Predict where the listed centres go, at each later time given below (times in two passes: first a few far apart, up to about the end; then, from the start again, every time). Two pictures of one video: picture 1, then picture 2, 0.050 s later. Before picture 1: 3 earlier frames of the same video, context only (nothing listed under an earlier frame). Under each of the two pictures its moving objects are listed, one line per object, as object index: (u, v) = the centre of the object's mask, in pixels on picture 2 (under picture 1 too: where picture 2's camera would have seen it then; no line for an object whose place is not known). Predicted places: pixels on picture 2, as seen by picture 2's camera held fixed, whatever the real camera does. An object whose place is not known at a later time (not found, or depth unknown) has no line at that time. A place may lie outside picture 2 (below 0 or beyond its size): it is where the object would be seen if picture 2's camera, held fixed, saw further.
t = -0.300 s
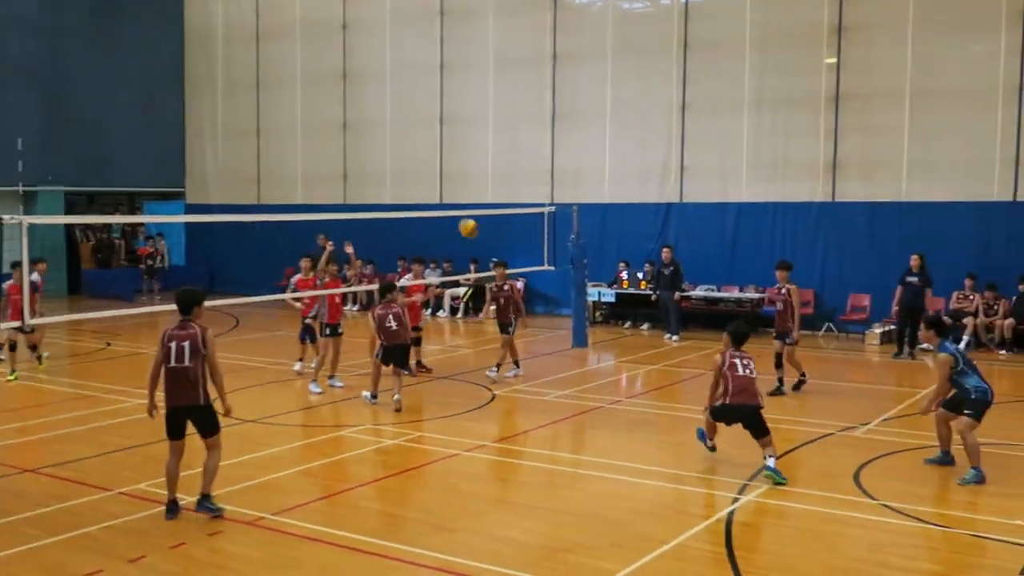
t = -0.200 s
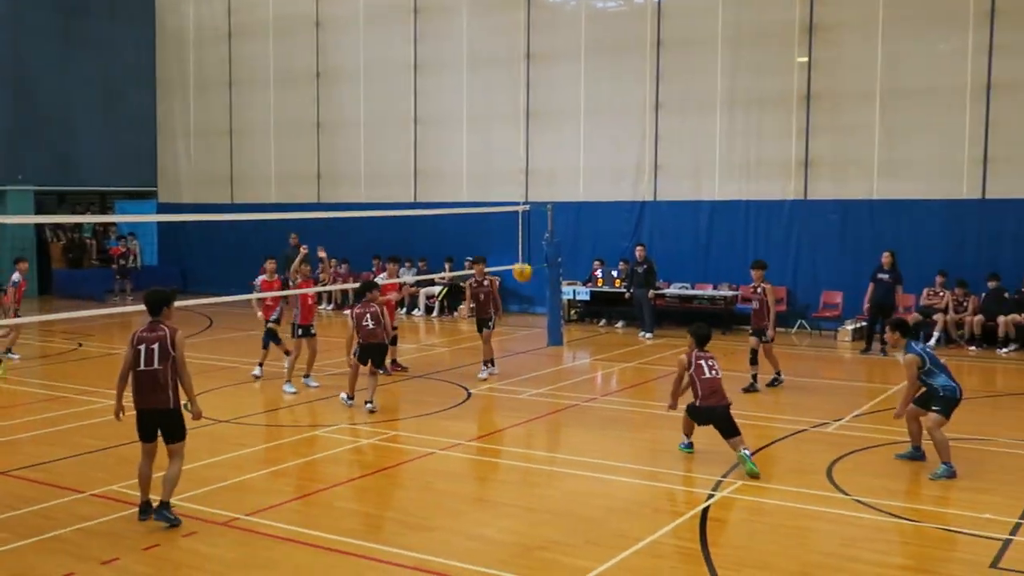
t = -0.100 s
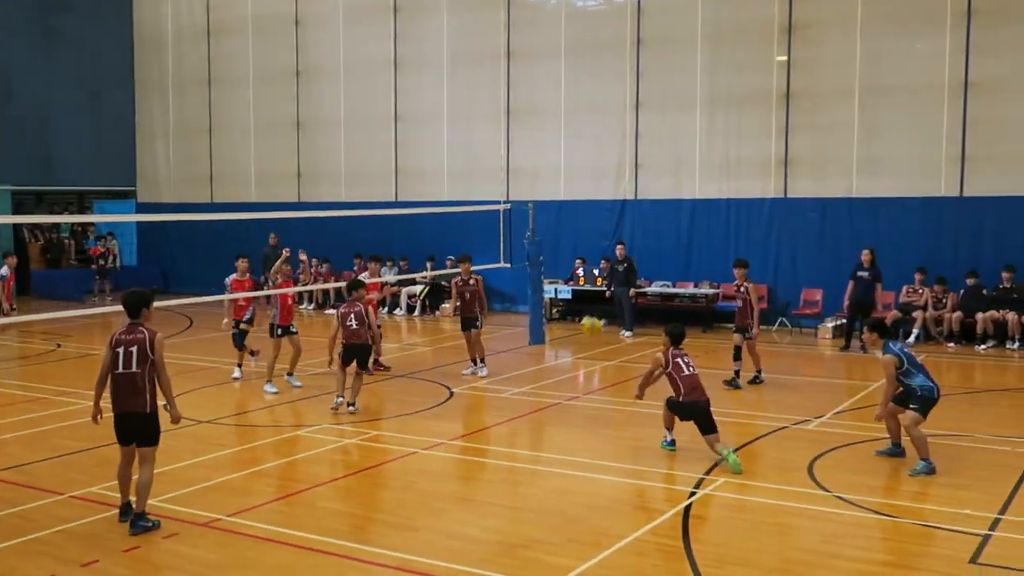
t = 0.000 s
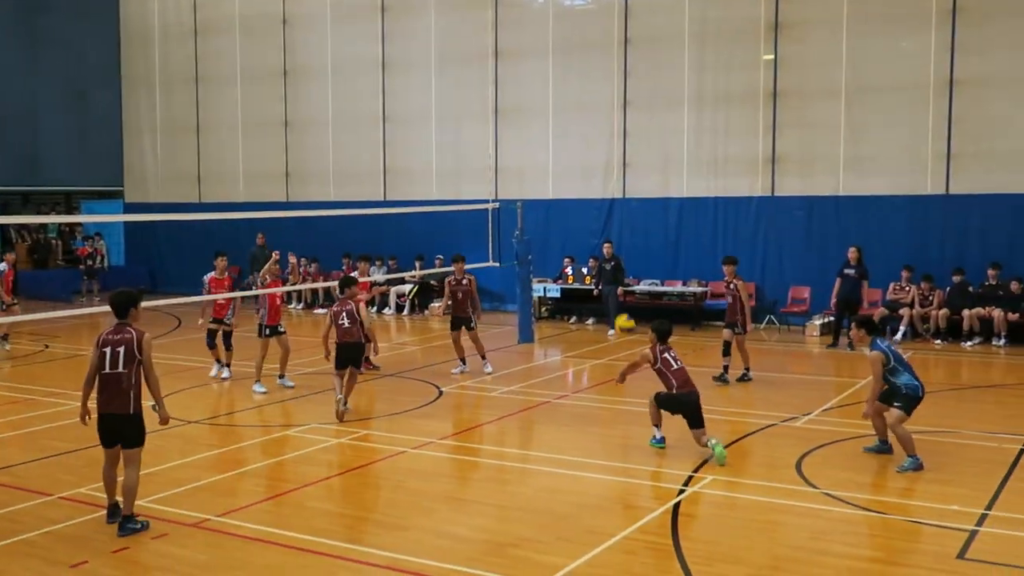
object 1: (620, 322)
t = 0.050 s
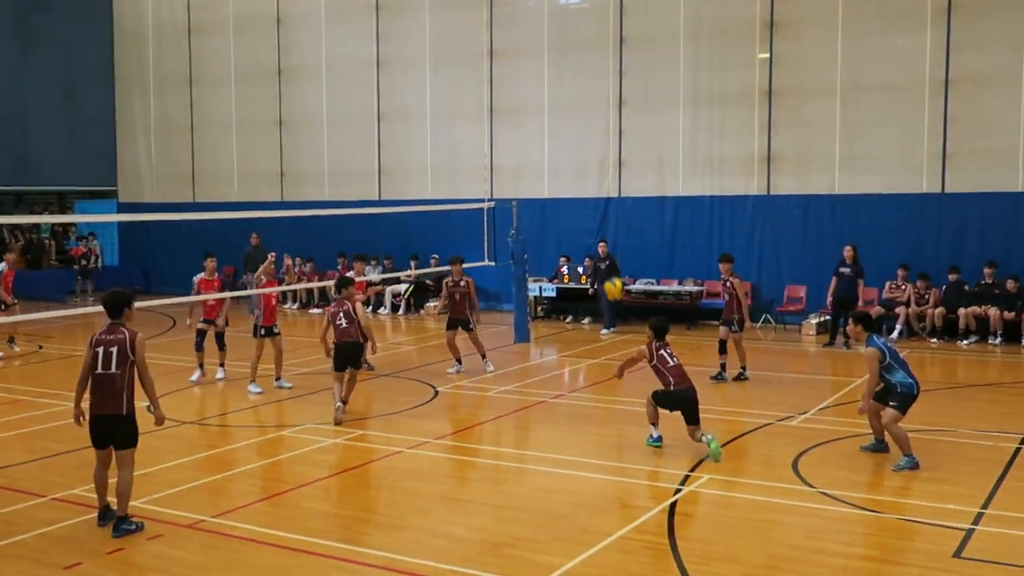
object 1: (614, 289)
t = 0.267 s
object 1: (590, 164)
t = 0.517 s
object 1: (567, 81)
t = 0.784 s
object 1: (546, 58)
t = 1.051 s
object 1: (528, 97)
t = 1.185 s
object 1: (520, 138)
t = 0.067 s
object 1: (612, 277)
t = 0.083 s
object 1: (610, 267)
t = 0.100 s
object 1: (608, 255)
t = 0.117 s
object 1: (605, 244)
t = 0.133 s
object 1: (604, 234)
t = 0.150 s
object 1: (602, 225)
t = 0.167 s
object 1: (600, 215)
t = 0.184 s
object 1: (599, 207)
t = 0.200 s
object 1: (597, 198)
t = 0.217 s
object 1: (595, 189)
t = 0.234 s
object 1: (593, 179)
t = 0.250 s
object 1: (591, 172)
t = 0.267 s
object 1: (590, 164)
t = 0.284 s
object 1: (588, 157)
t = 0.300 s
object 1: (587, 149)
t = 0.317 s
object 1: (586, 142)
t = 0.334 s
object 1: (584, 136)
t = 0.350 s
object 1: (582, 130)
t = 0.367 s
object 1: (581, 124)
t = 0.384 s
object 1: (579, 117)
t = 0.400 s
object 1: (578, 112)
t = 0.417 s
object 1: (576, 107)
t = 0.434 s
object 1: (575, 102)
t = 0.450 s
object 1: (573, 97)
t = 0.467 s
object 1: (572, 93)
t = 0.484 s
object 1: (570, 89)
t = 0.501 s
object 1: (569, 85)
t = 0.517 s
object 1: (567, 81)
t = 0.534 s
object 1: (566, 77)
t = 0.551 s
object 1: (564, 74)
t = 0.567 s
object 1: (563, 71)
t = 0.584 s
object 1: (562, 69)
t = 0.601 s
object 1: (561, 66)
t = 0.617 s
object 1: (559, 65)
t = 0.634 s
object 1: (558, 63)
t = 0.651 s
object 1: (556, 61)
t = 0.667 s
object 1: (555, 60)
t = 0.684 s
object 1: (554, 59)
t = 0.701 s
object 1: (553, 58)
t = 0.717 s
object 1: (551, 57)
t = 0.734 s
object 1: (550, 57)
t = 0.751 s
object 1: (549, 57)
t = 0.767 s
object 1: (548, 57)
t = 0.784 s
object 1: (546, 58)
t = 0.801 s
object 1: (545, 58)
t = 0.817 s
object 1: (544, 59)
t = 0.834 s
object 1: (543, 60)
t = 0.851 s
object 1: (542, 61)
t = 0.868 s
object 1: (540, 63)
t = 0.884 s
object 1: (539, 65)
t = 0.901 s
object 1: (539, 67)
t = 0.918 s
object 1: (537, 70)
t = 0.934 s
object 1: (536, 72)
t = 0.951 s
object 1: (534, 75)
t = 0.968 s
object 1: (534, 78)
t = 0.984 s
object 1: (532, 81)
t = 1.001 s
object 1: (532, 85)
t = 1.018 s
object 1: (530, 89)
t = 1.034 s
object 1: (530, 93)
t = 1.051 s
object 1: (528, 97)
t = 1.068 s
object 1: (527, 101)
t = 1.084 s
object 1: (525, 106)
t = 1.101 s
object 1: (524, 110)
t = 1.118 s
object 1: (523, 115)
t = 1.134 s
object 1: (522, 121)
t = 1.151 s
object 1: (522, 126)
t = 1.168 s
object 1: (520, 132)
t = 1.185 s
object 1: (520, 138)
